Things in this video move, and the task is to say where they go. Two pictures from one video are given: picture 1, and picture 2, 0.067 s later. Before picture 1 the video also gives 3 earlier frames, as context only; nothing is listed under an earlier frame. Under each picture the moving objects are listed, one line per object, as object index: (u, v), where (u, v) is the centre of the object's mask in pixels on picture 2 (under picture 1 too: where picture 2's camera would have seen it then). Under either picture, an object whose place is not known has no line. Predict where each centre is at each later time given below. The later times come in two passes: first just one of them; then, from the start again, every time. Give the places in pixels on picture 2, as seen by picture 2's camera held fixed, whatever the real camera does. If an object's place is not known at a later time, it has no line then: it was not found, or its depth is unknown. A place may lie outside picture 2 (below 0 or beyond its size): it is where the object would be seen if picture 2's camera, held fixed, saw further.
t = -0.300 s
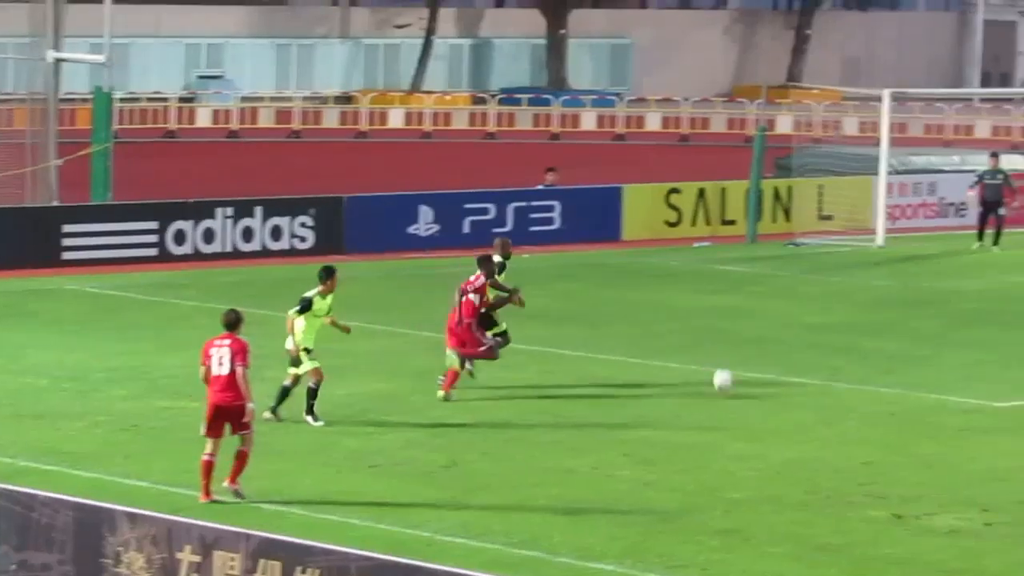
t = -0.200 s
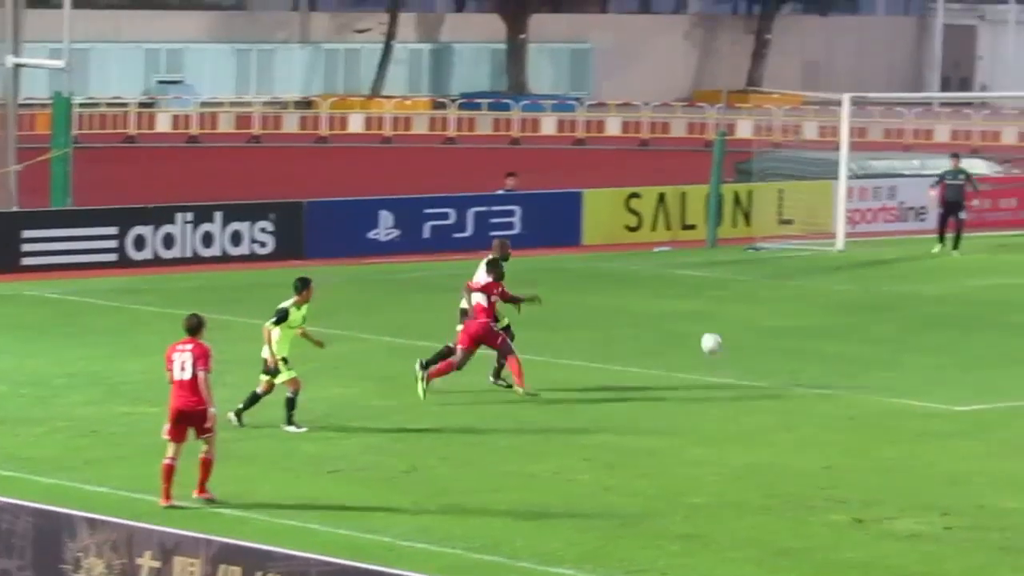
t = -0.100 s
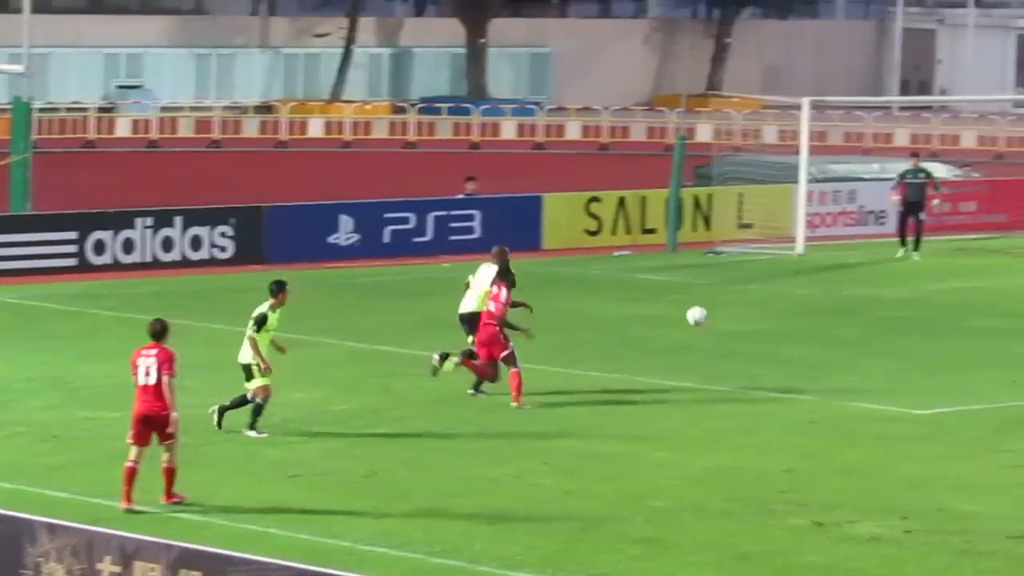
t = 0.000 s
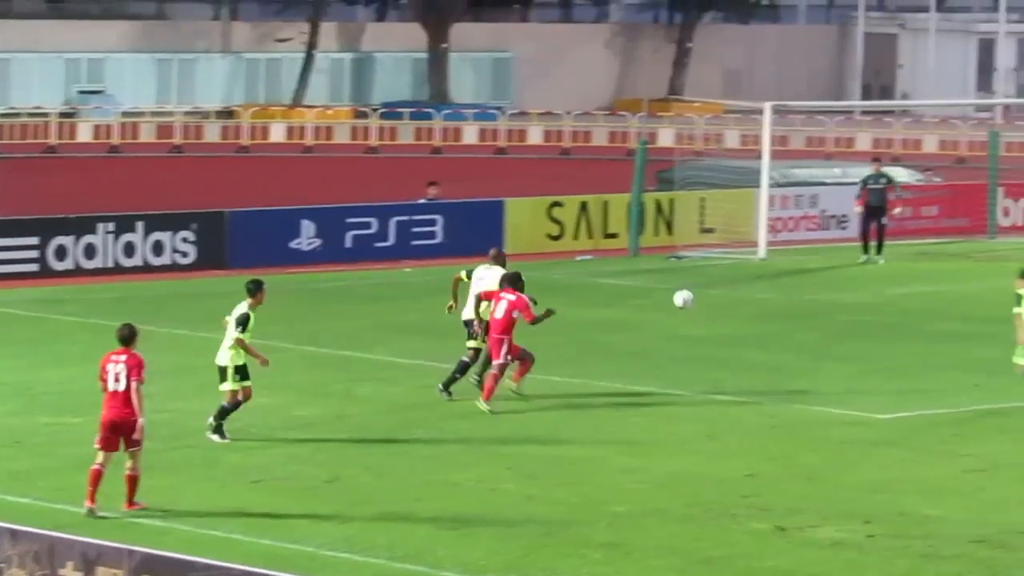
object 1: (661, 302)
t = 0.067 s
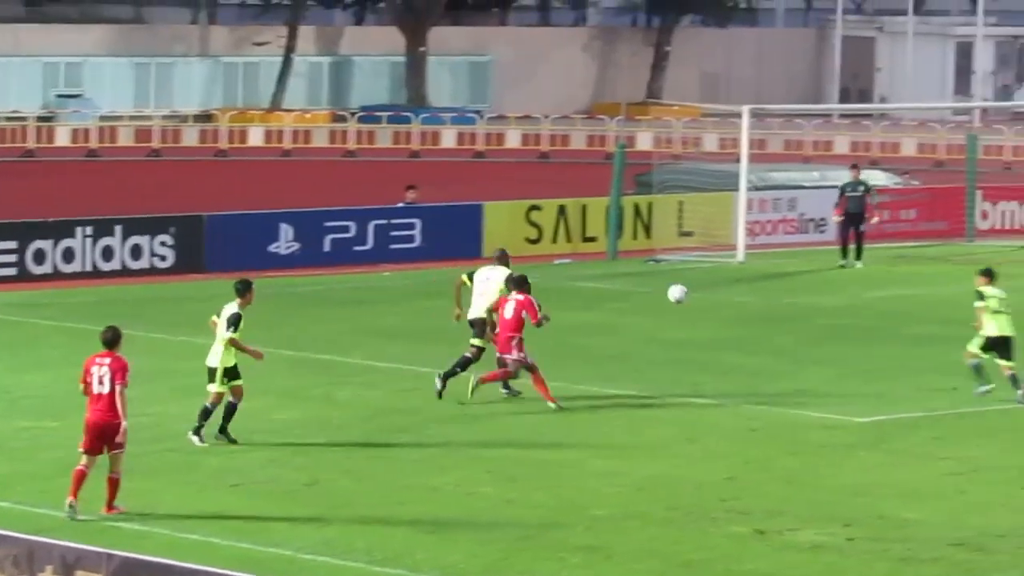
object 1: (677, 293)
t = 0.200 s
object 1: (706, 288)
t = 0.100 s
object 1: (684, 290)
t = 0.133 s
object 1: (692, 289)
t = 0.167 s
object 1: (698, 288)
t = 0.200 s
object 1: (706, 288)
